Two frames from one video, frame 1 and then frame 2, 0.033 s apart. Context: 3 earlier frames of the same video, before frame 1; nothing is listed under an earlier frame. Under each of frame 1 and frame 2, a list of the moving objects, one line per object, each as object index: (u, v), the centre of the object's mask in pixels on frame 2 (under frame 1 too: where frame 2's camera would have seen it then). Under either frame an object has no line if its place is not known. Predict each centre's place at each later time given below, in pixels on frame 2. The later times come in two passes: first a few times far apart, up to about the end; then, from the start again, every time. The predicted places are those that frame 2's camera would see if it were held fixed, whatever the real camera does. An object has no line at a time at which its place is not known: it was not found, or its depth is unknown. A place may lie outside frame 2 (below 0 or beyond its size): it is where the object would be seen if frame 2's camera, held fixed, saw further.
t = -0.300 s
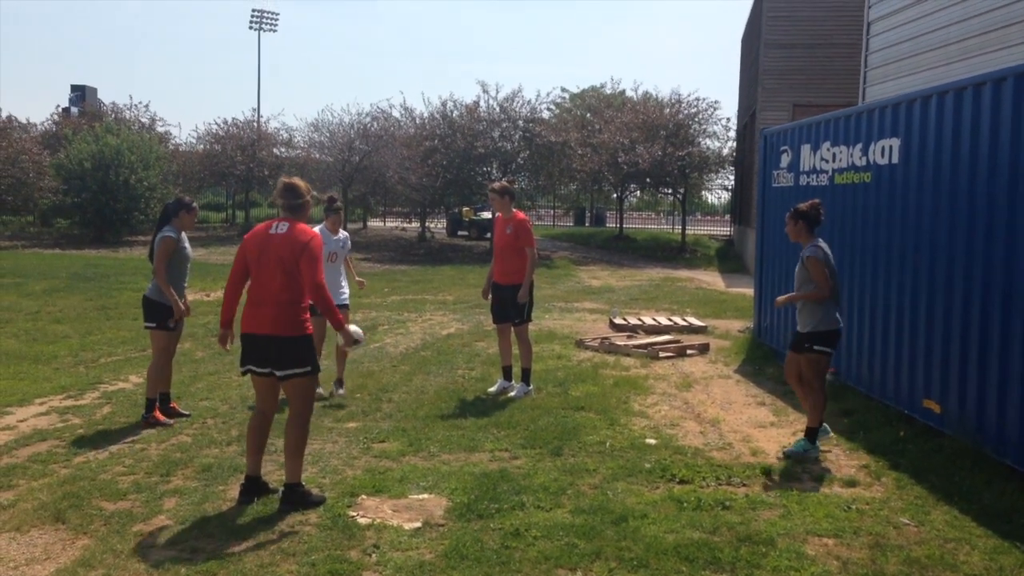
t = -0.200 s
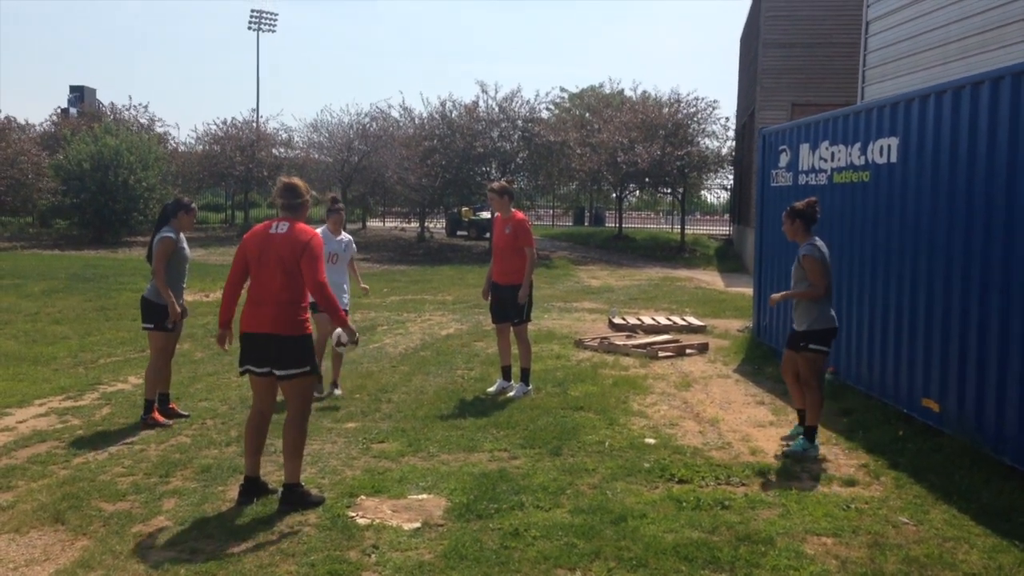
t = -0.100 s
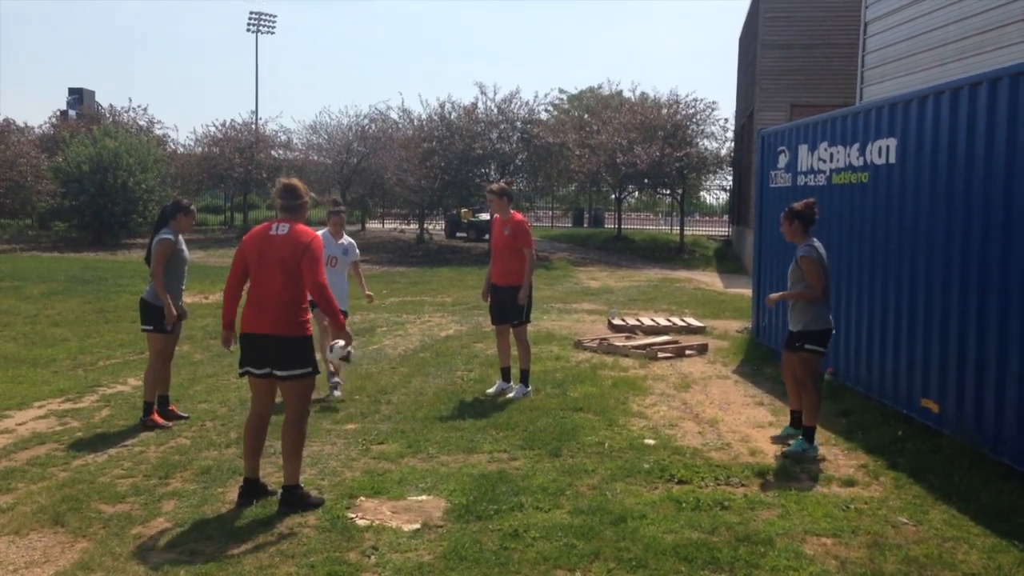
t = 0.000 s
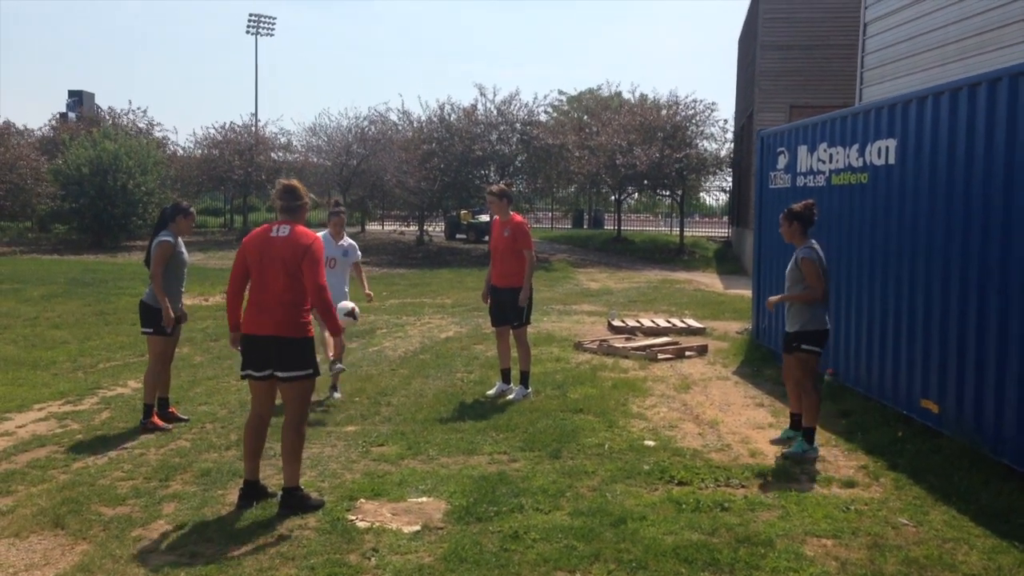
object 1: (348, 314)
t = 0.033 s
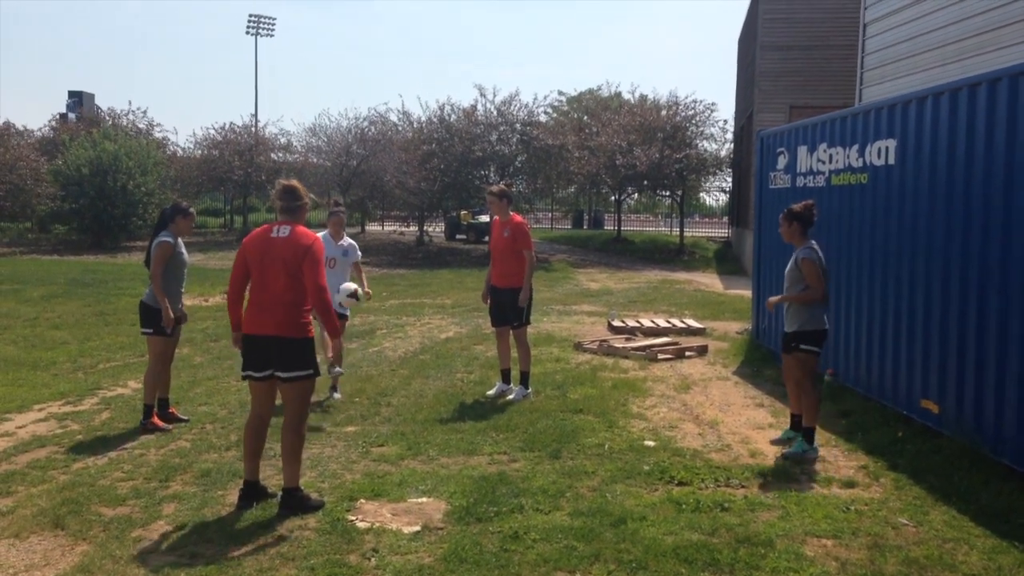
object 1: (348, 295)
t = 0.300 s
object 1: (376, 182)
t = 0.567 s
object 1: (408, 150)
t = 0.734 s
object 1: (429, 183)
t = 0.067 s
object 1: (352, 278)
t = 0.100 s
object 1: (355, 261)
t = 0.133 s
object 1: (358, 245)
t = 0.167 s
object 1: (361, 230)
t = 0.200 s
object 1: (365, 216)
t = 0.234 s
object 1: (368, 204)
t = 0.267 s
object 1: (372, 192)
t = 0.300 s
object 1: (376, 182)
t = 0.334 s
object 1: (379, 173)
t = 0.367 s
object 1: (383, 165)
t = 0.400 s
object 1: (387, 159)
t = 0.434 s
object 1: (391, 154)
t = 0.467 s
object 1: (395, 151)
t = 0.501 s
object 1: (399, 149)
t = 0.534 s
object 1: (404, 148)
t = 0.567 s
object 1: (408, 150)
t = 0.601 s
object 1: (412, 153)
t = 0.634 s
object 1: (416, 157)
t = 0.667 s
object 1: (420, 163)
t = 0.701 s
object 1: (425, 172)
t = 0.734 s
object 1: (429, 183)
